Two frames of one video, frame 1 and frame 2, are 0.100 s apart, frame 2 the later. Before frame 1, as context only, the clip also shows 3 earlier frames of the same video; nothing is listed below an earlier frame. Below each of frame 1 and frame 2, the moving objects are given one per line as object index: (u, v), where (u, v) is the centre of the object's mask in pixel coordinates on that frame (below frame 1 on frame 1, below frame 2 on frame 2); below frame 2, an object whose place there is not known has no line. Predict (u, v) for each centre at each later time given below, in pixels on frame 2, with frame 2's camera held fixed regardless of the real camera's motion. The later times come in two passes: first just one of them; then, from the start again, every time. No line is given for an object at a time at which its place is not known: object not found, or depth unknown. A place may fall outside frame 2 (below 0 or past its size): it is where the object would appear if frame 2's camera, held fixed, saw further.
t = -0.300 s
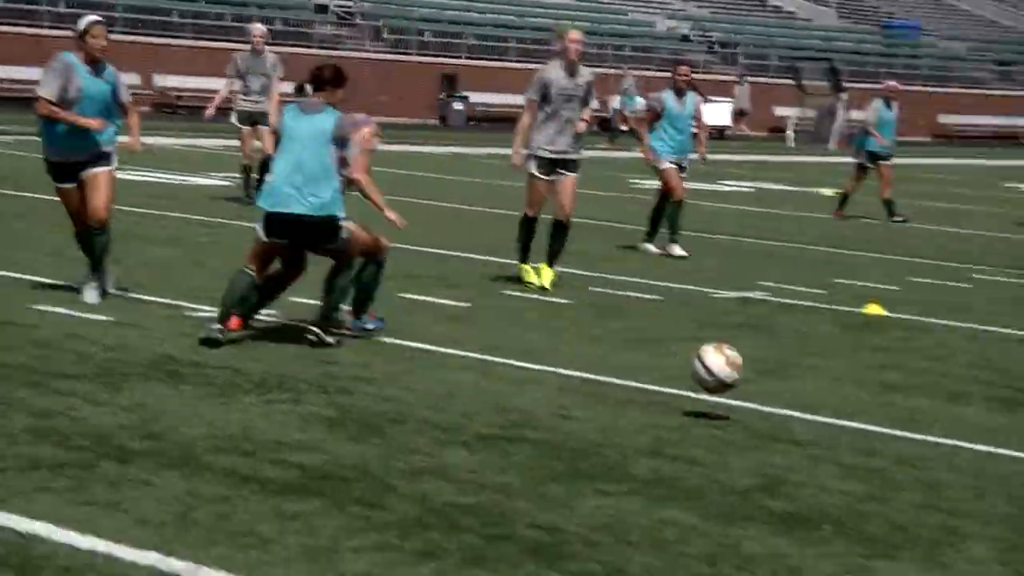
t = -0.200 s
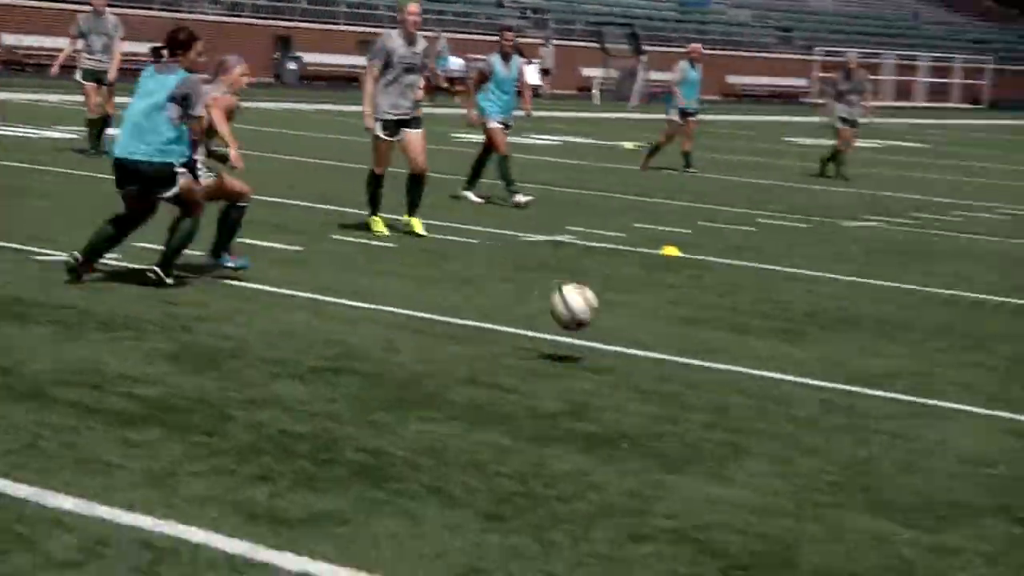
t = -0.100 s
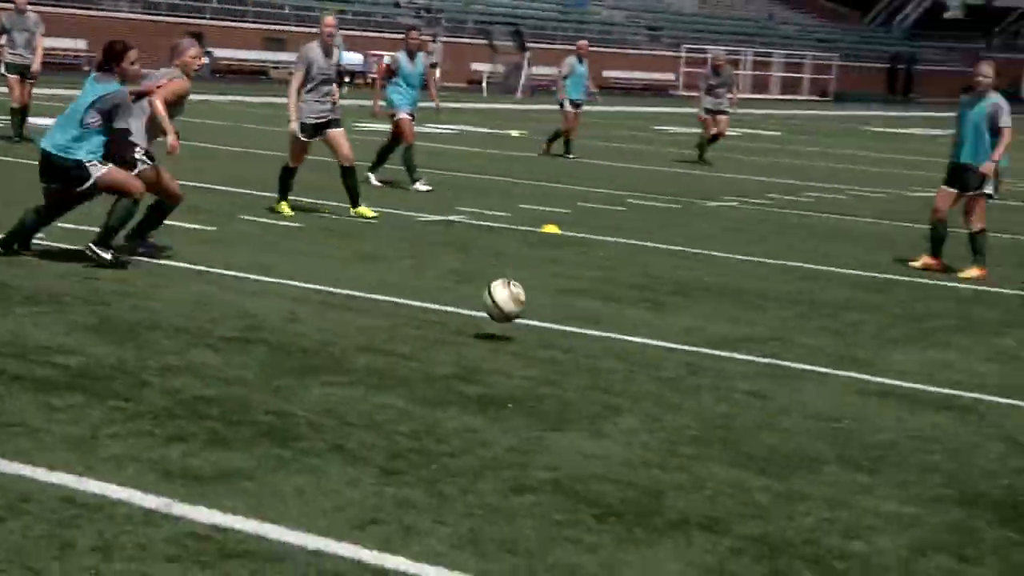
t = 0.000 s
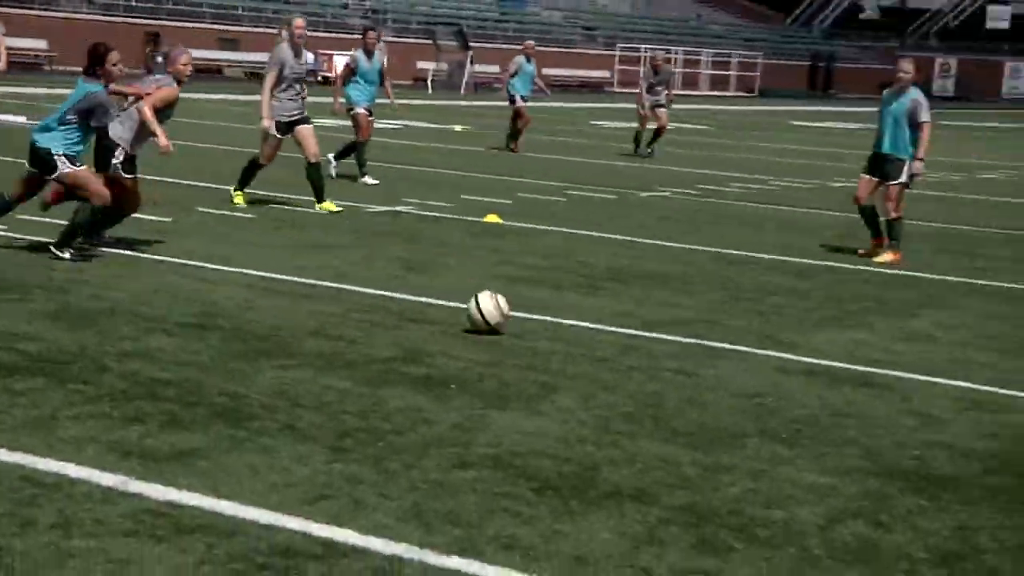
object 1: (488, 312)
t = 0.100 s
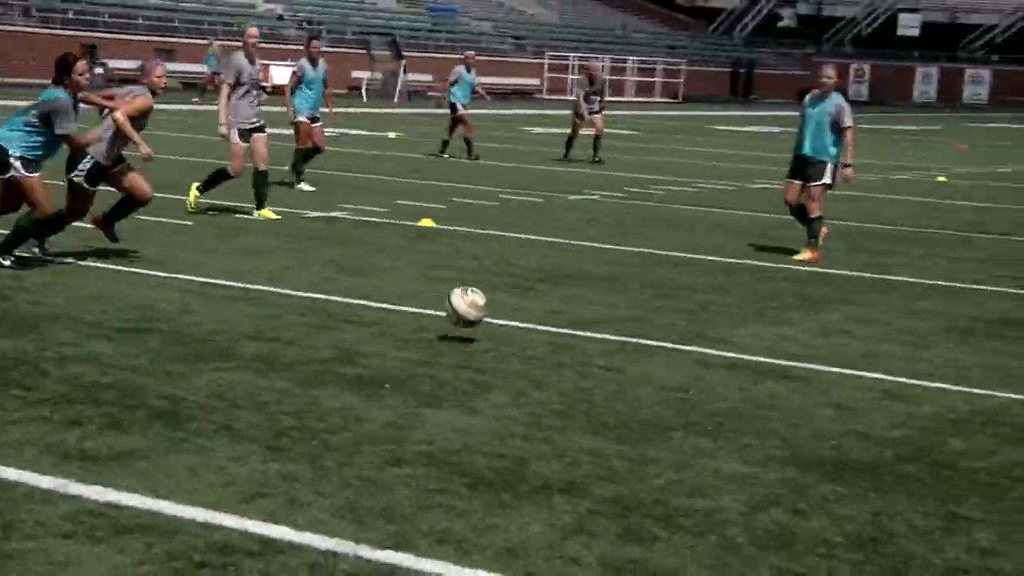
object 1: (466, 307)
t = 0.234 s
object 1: (525, 330)
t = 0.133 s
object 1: (481, 309)
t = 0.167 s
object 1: (495, 315)
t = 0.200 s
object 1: (511, 321)
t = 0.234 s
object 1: (525, 330)
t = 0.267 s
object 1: (541, 337)
